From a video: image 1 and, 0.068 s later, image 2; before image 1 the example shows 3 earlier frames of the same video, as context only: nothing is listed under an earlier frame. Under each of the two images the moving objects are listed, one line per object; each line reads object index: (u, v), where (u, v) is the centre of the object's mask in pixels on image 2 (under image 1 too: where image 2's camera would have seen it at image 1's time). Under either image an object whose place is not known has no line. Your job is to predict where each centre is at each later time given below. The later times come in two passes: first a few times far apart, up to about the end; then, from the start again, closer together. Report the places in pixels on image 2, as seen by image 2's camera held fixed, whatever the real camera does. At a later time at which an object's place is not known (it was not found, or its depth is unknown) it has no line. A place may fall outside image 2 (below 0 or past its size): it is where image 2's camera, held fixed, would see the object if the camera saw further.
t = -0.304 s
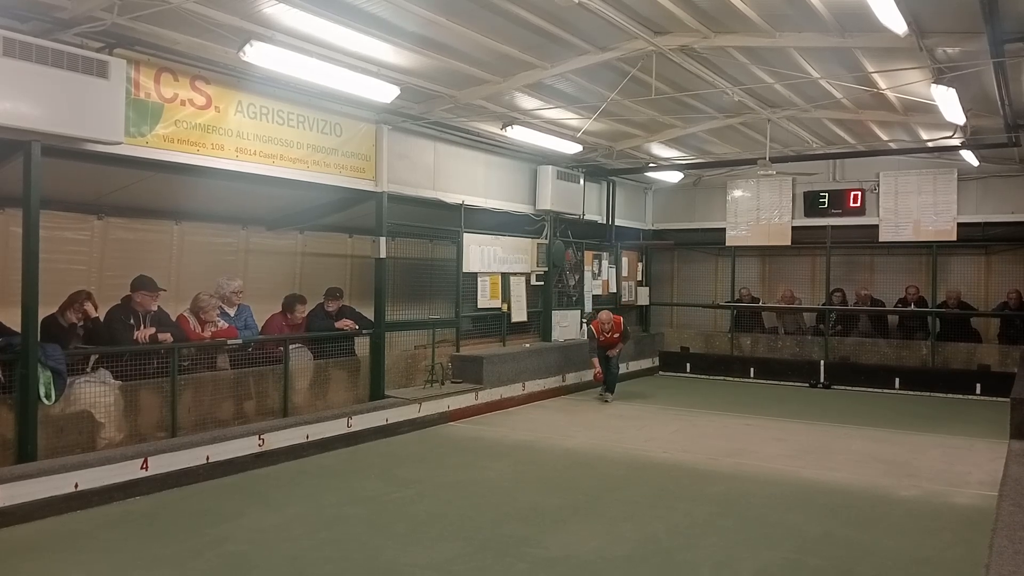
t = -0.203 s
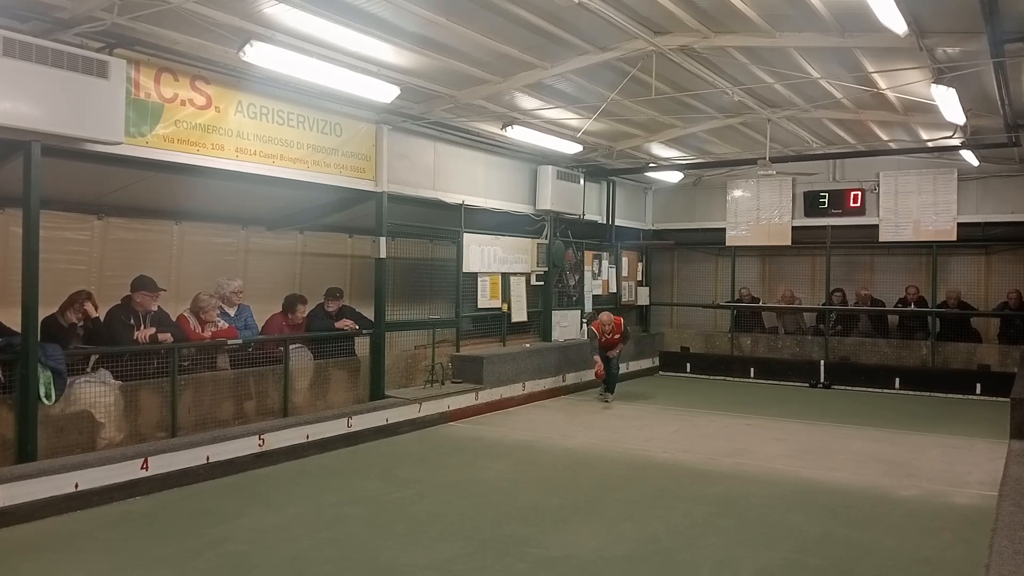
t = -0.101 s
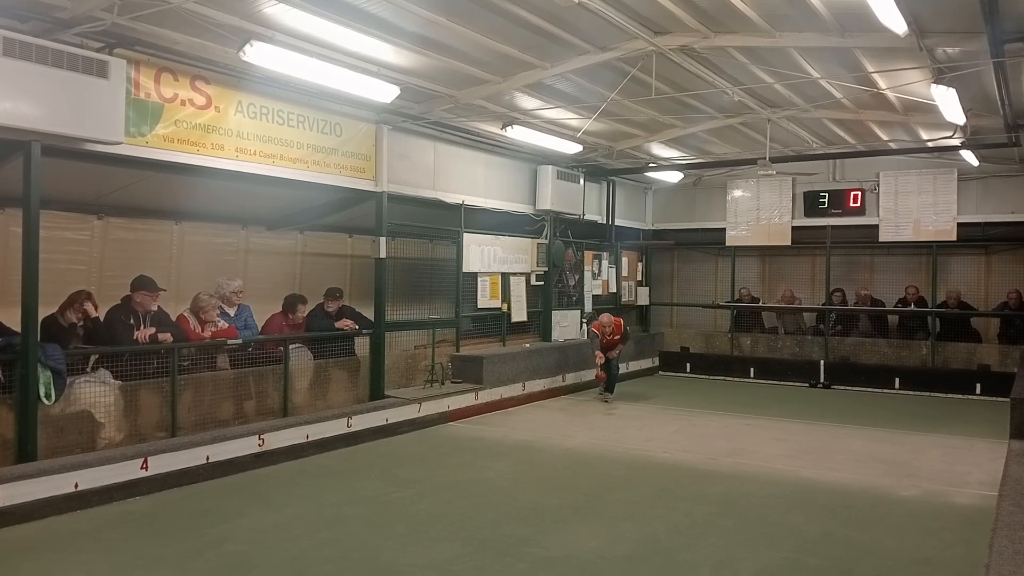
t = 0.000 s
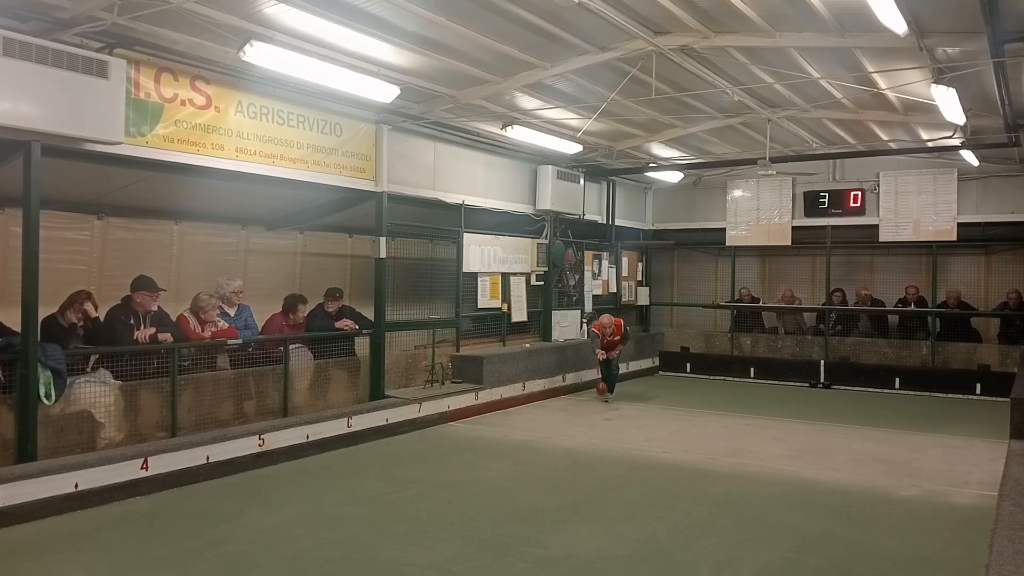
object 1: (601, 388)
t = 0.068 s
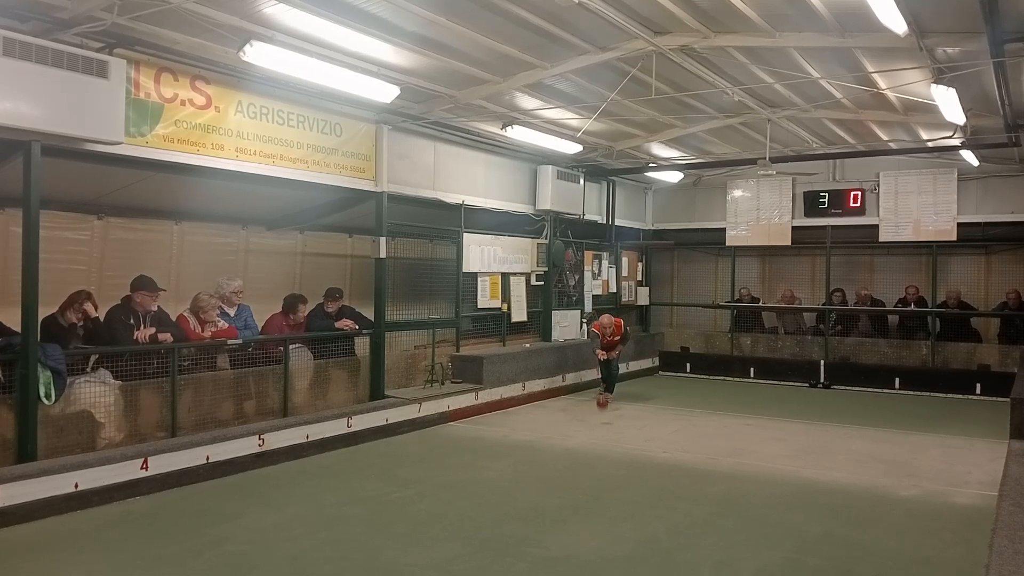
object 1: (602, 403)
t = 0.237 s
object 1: (603, 420)
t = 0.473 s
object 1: (605, 435)
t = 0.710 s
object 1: (607, 448)
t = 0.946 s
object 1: (609, 464)
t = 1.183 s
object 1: (612, 481)
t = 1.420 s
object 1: (615, 502)
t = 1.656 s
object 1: (618, 528)
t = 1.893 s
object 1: (623, 559)
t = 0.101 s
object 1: (602, 412)
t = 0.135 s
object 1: (602, 420)
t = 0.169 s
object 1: (603, 419)
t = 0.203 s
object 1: (603, 419)
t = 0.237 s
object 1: (603, 420)
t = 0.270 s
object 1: (603, 423)
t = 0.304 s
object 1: (604, 427)
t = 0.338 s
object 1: (604, 428)
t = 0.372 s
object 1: (604, 430)
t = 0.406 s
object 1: (604, 432)
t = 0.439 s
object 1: (605, 434)
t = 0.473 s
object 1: (605, 435)
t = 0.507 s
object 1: (605, 437)
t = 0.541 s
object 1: (606, 439)
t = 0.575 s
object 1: (606, 441)
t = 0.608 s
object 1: (606, 443)
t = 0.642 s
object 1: (607, 444)
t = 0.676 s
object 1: (607, 446)
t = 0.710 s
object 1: (607, 448)
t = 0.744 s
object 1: (607, 450)
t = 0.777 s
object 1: (608, 452)
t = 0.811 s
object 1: (608, 454)
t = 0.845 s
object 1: (609, 457)
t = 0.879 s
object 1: (609, 459)
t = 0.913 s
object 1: (609, 461)
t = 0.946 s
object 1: (609, 464)
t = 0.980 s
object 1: (610, 466)
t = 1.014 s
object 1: (610, 468)
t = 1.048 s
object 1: (610, 471)
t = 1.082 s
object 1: (611, 473)
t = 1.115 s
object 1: (611, 476)
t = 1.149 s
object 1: (611, 479)
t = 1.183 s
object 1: (612, 481)
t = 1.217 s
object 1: (612, 484)
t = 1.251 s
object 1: (613, 487)
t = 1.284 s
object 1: (613, 490)
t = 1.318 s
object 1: (613, 493)
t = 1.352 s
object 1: (614, 496)
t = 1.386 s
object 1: (614, 499)
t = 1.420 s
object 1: (615, 502)
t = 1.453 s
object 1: (615, 506)
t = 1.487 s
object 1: (615, 509)
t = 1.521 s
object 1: (616, 513)
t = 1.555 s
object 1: (617, 516)
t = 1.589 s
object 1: (617, 520)
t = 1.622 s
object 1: (617, 524)
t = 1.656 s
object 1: (618, 528)
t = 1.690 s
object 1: (619, 532)
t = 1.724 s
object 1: (619, 536)
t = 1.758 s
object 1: (620, 541)
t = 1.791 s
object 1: (620, 545)
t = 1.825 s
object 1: (621, 550)
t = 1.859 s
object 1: (622, 555)
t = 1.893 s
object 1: (623, 559)
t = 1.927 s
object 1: (623, 562)
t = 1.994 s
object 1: (624, 567)
